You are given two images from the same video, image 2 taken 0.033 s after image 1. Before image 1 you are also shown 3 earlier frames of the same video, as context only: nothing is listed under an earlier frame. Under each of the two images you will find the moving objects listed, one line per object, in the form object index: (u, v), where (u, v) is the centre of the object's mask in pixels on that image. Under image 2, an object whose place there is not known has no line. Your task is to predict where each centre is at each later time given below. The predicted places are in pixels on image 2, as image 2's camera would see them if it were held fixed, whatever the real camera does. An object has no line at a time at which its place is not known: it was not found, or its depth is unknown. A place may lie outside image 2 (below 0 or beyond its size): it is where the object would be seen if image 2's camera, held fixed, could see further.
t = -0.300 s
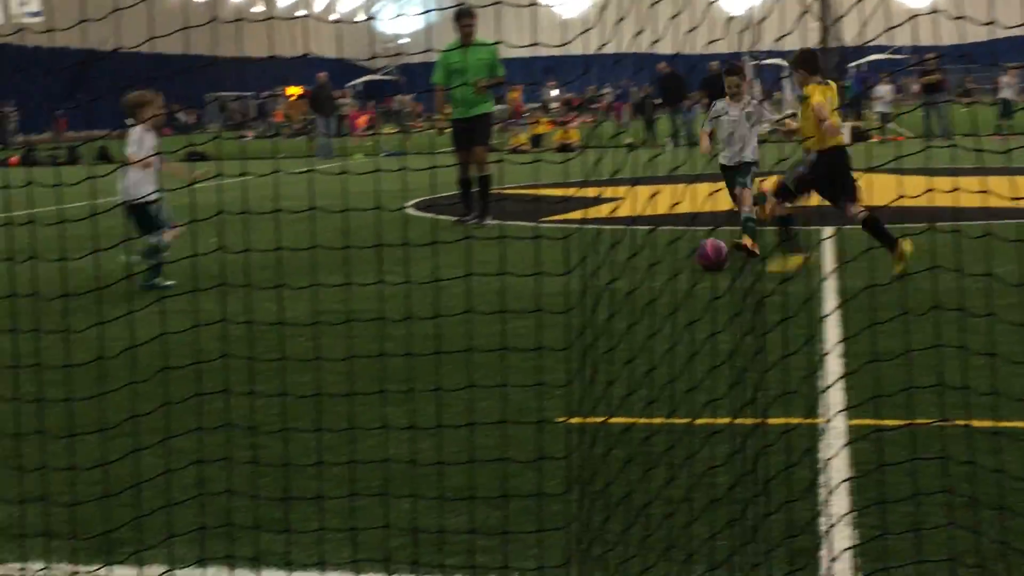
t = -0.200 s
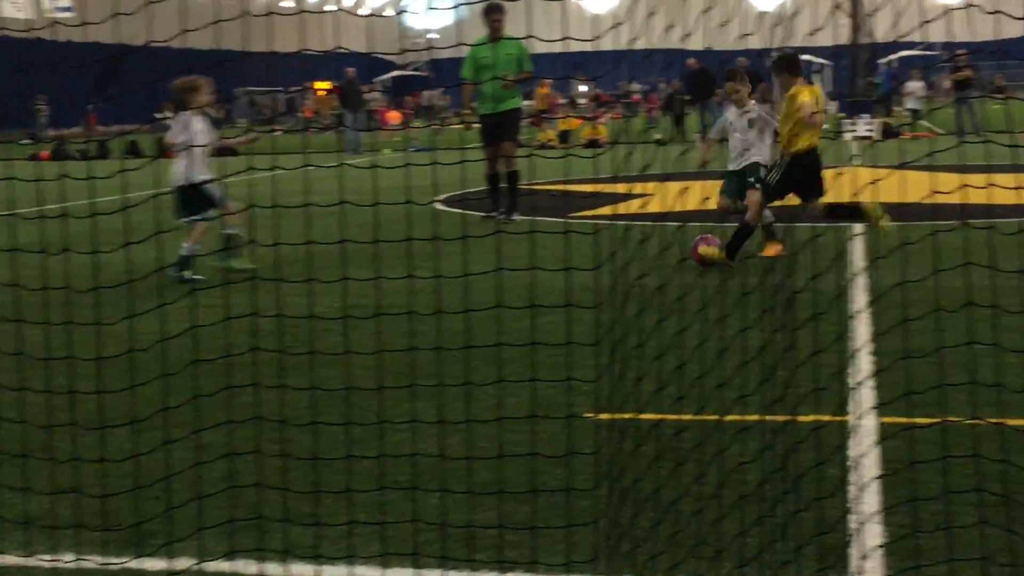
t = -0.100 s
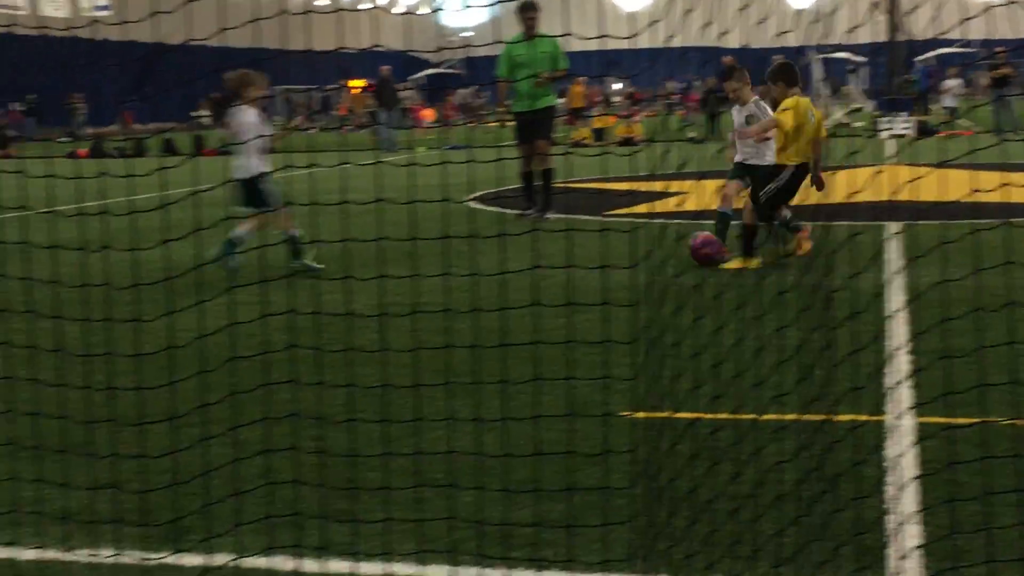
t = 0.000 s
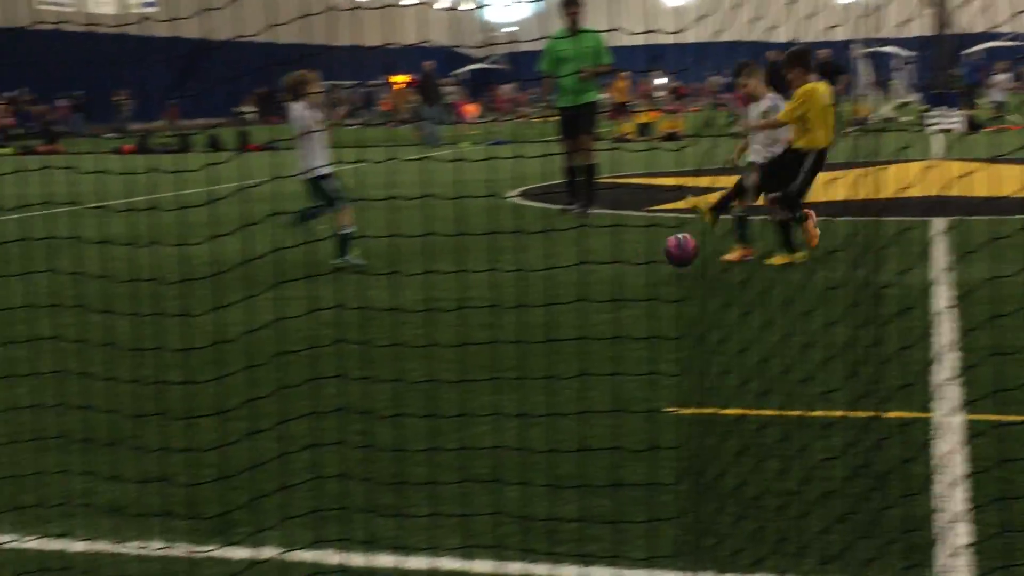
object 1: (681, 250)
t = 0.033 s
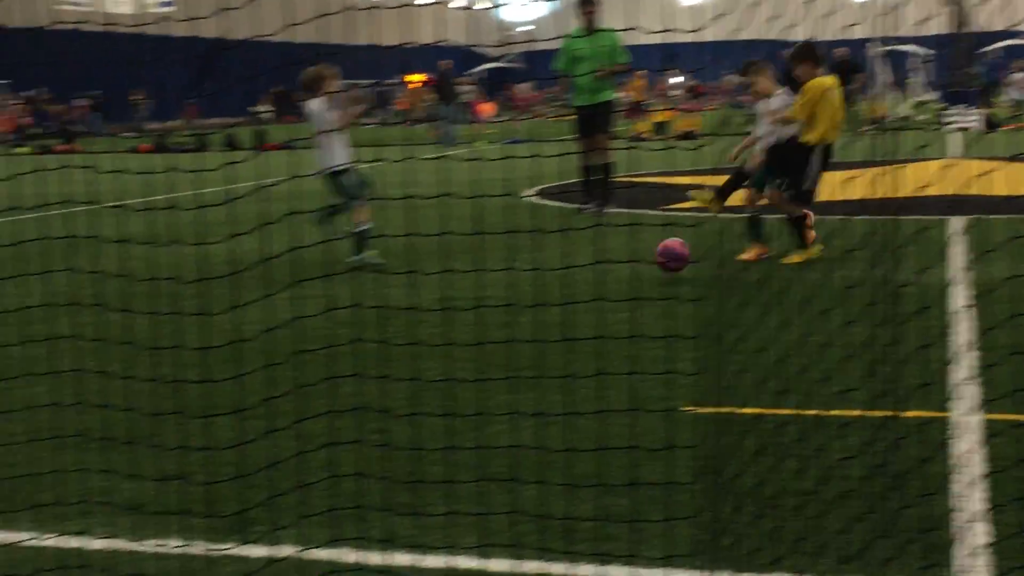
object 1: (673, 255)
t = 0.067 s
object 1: (648, 265)
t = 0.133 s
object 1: (602, 271)
